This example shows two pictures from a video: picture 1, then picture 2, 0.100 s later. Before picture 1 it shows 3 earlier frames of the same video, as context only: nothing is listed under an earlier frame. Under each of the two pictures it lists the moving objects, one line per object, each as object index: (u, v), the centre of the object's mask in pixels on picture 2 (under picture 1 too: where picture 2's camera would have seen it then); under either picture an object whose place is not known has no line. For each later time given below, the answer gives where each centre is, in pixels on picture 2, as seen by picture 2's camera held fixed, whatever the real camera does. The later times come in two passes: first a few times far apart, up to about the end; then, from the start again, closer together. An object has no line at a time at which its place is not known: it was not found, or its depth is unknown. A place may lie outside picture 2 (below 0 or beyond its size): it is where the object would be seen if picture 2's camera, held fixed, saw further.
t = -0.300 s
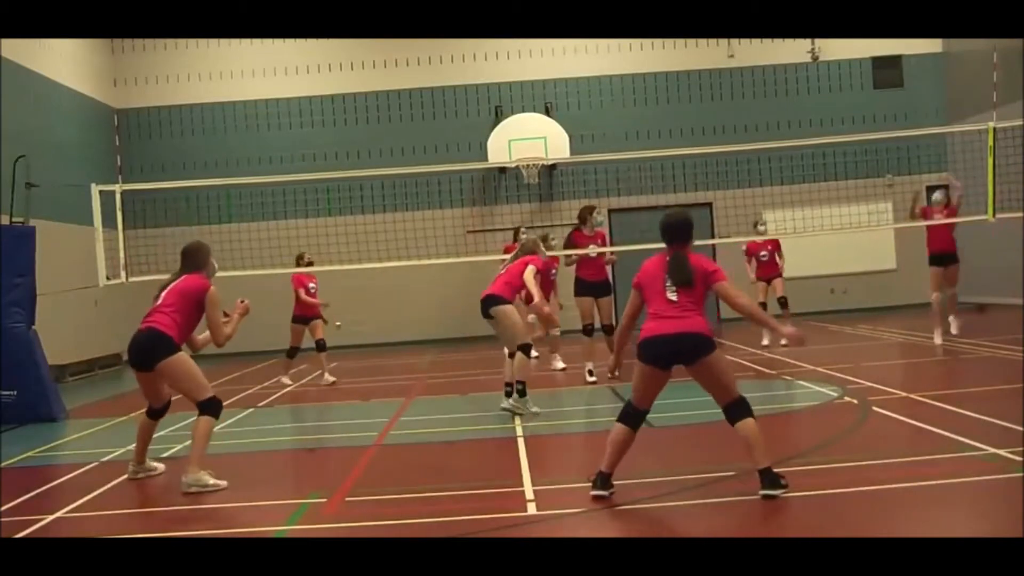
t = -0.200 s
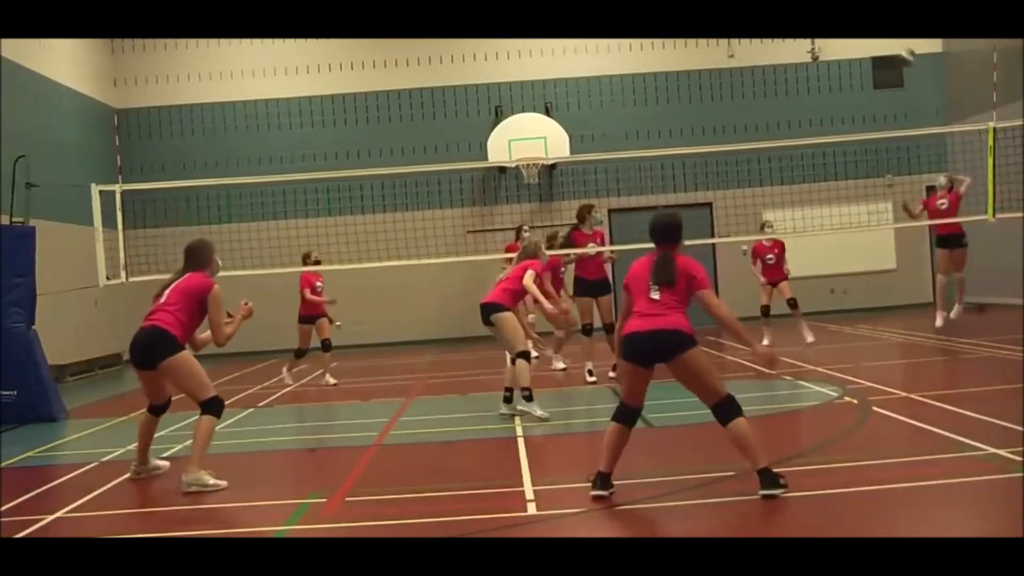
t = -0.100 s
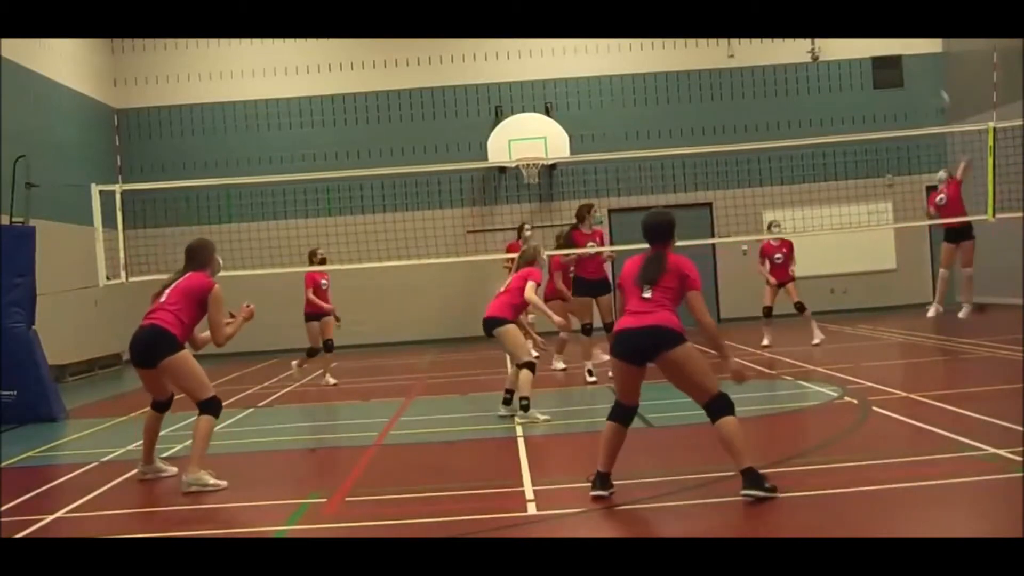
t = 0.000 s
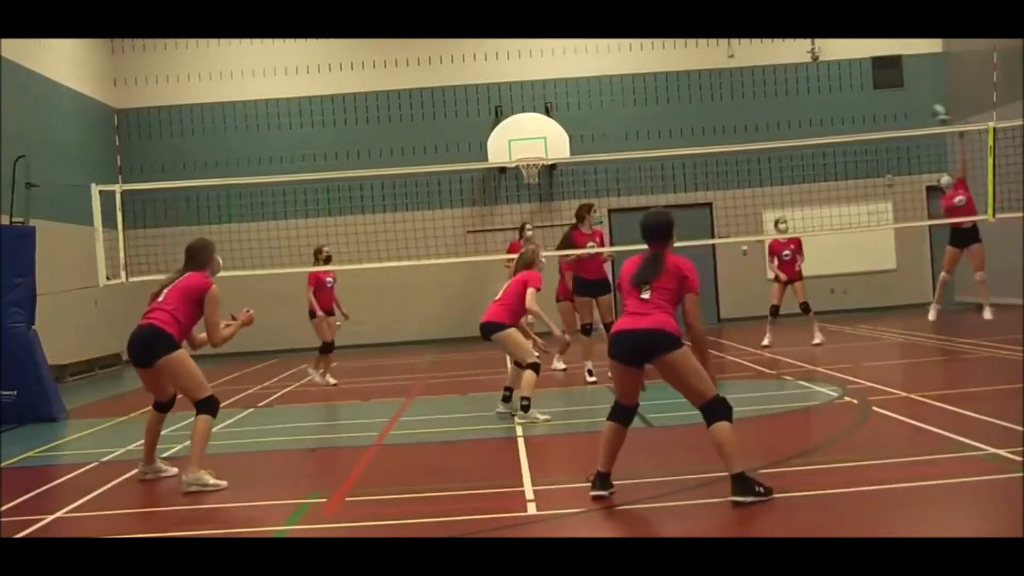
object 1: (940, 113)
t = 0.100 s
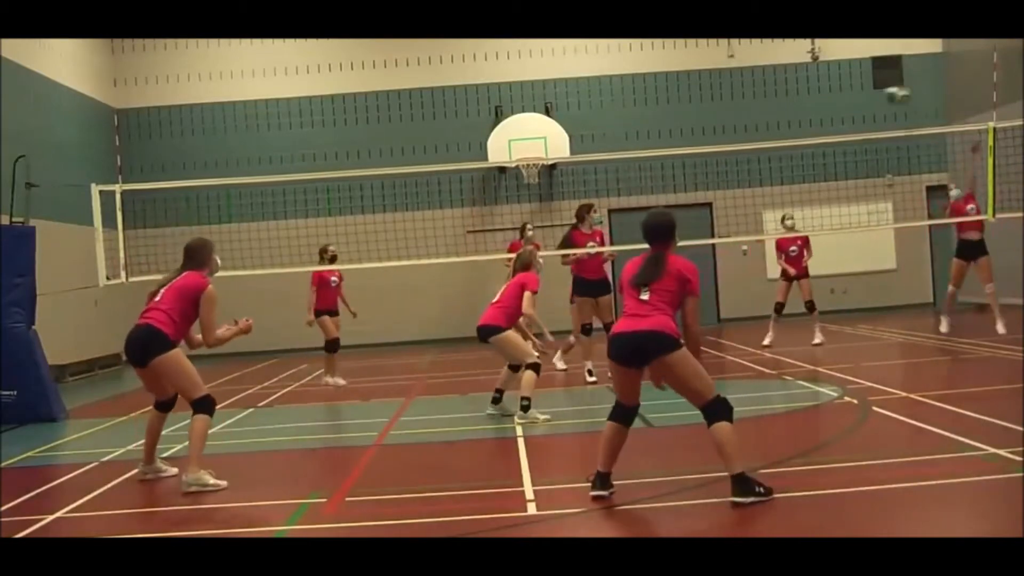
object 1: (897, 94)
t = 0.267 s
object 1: (809, 82)
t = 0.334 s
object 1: (762, 88)
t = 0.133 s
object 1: (882, 89)
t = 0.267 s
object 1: (809, 82)
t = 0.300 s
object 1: (786, 85)
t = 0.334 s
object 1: (762, 88)
